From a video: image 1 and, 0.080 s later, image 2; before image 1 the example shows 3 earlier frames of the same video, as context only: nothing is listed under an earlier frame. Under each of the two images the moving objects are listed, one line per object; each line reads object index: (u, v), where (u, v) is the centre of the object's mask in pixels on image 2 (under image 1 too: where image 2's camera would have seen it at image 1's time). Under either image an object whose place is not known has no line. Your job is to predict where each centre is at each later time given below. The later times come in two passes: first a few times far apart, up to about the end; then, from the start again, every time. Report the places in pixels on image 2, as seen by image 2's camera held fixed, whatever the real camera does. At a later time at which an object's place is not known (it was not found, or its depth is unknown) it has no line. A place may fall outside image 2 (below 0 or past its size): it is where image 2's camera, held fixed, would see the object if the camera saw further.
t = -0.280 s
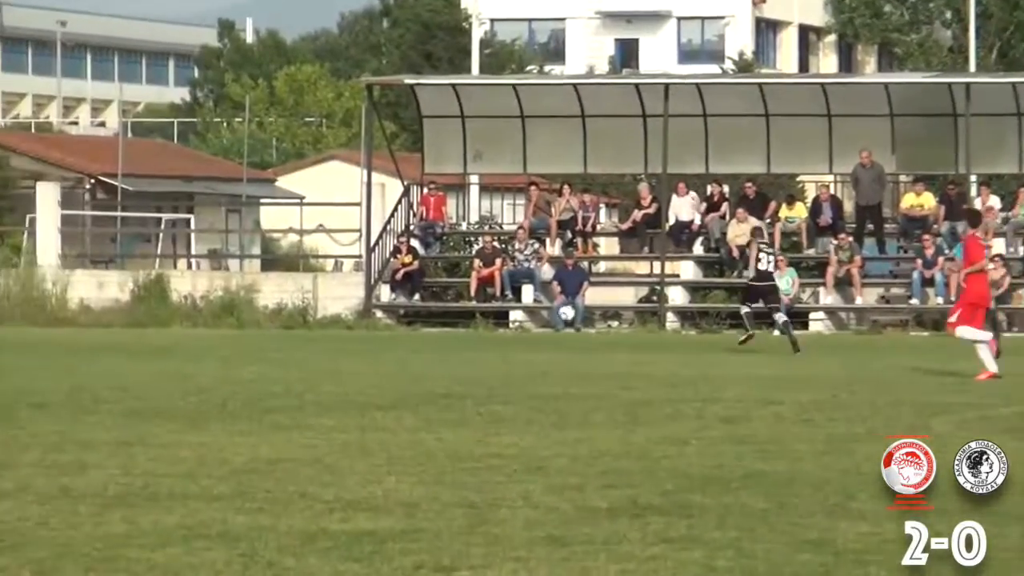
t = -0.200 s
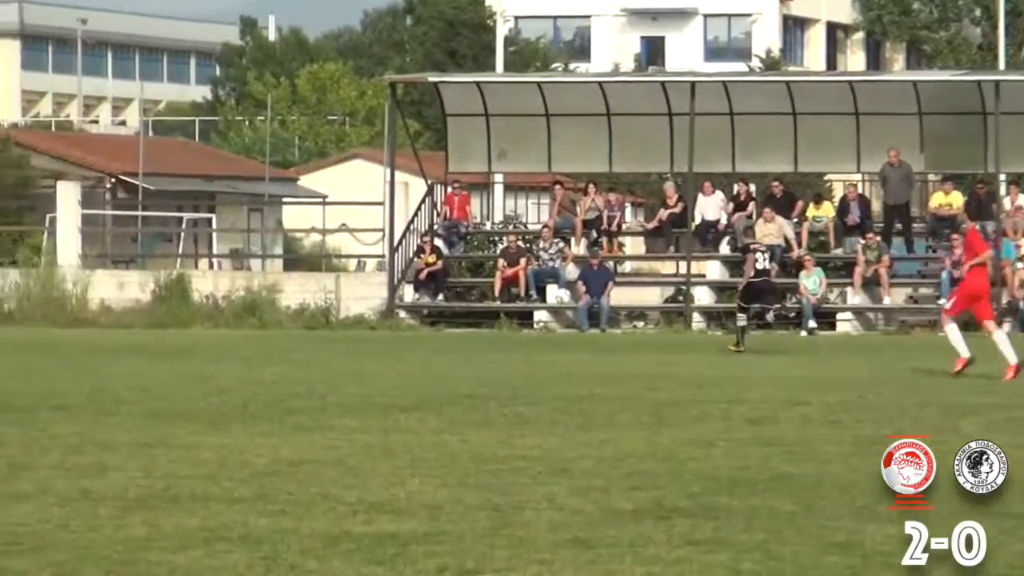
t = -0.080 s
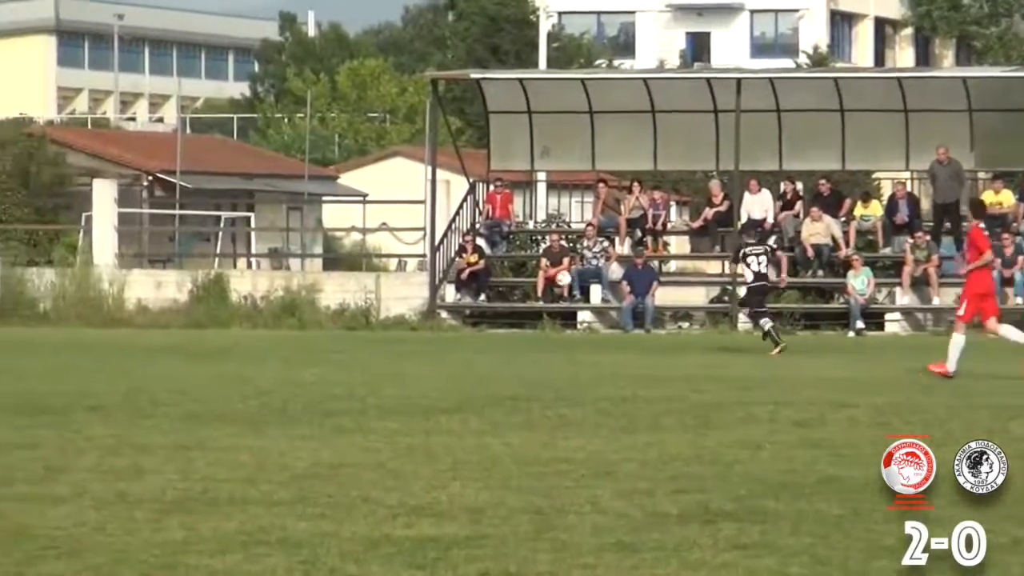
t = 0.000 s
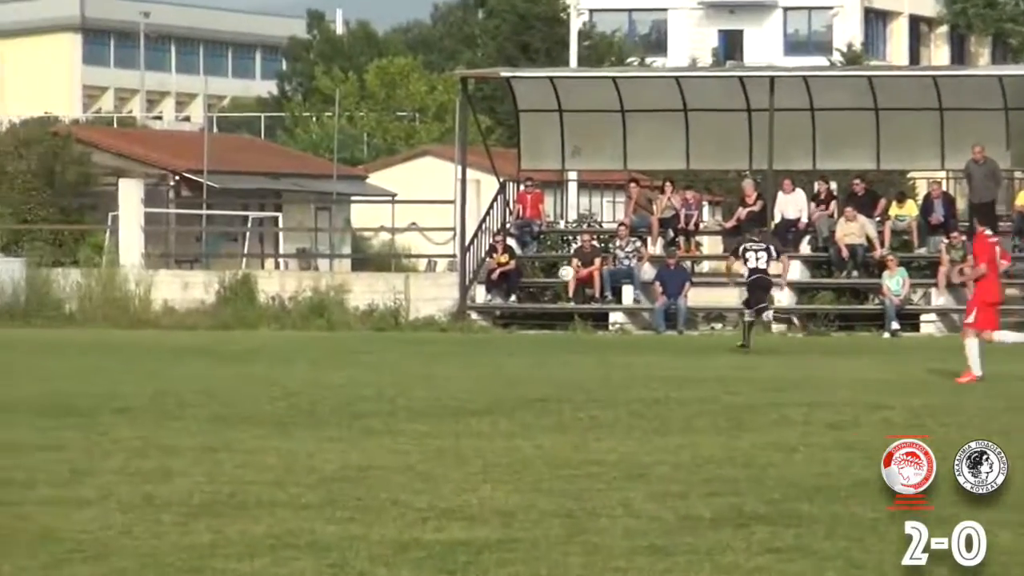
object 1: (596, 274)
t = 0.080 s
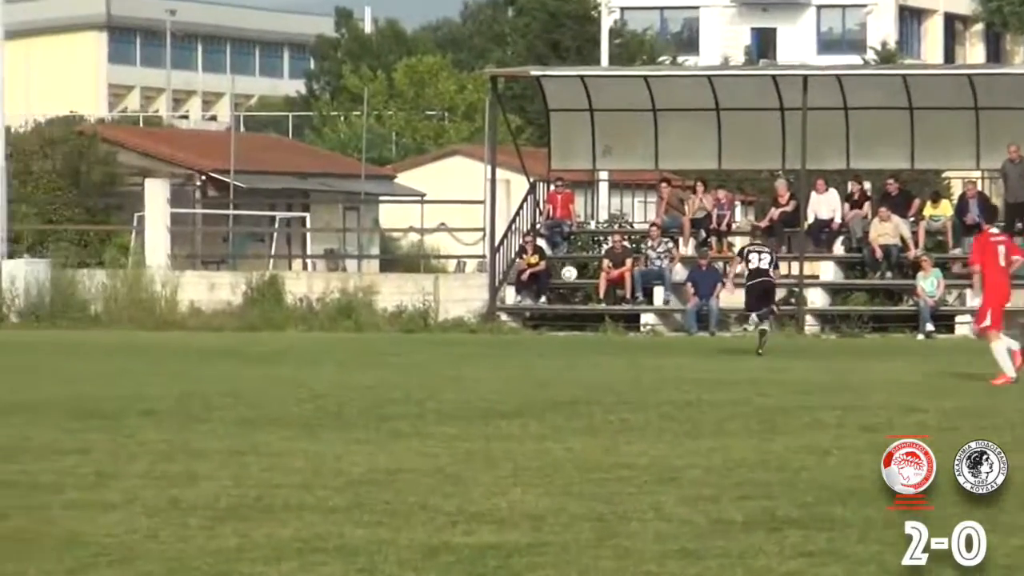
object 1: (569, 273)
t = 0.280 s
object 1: (502, 292)
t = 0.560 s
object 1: (409, 317)
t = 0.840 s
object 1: (320, 305)
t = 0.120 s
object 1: (554, 275)
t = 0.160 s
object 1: (541, 278)
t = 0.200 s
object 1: (528, 281)
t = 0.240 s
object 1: (515, 286)
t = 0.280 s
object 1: (502, 292)
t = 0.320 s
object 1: (489, 299)
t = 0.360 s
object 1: (475, 309)
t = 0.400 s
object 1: (461, 317)
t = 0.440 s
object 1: (450, 326)
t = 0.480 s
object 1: (436, 331)
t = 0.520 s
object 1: (423, 324)
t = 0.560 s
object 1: (409, 317)
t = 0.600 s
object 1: (397, 313)
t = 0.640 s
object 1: (382, 308)
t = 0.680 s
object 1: (370, 305)
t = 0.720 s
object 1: (358, 304)
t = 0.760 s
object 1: (345, 304)
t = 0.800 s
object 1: (332, 304)
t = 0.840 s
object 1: (320, 305)
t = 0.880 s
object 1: (307, 309)
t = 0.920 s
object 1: (295, 314)
